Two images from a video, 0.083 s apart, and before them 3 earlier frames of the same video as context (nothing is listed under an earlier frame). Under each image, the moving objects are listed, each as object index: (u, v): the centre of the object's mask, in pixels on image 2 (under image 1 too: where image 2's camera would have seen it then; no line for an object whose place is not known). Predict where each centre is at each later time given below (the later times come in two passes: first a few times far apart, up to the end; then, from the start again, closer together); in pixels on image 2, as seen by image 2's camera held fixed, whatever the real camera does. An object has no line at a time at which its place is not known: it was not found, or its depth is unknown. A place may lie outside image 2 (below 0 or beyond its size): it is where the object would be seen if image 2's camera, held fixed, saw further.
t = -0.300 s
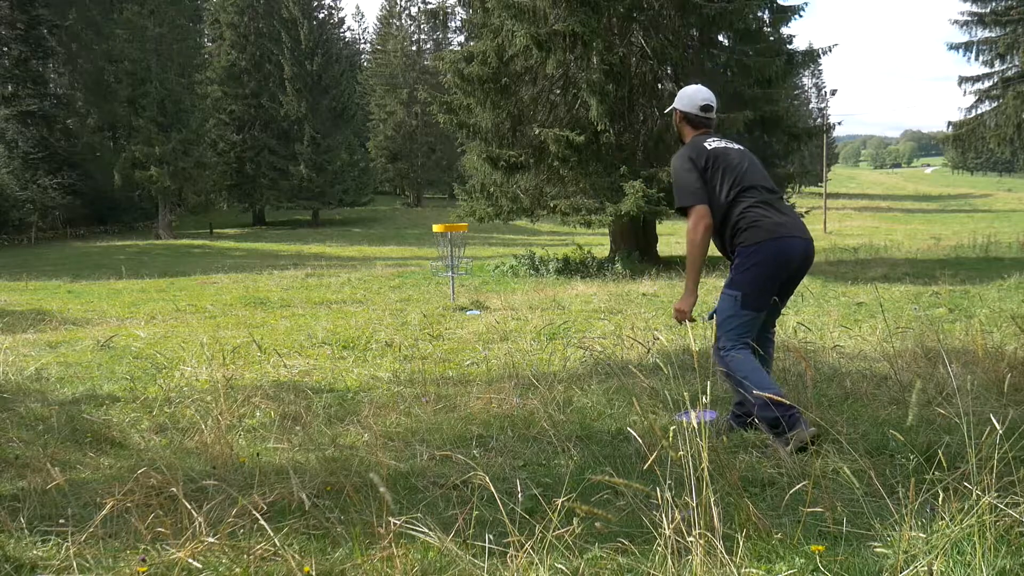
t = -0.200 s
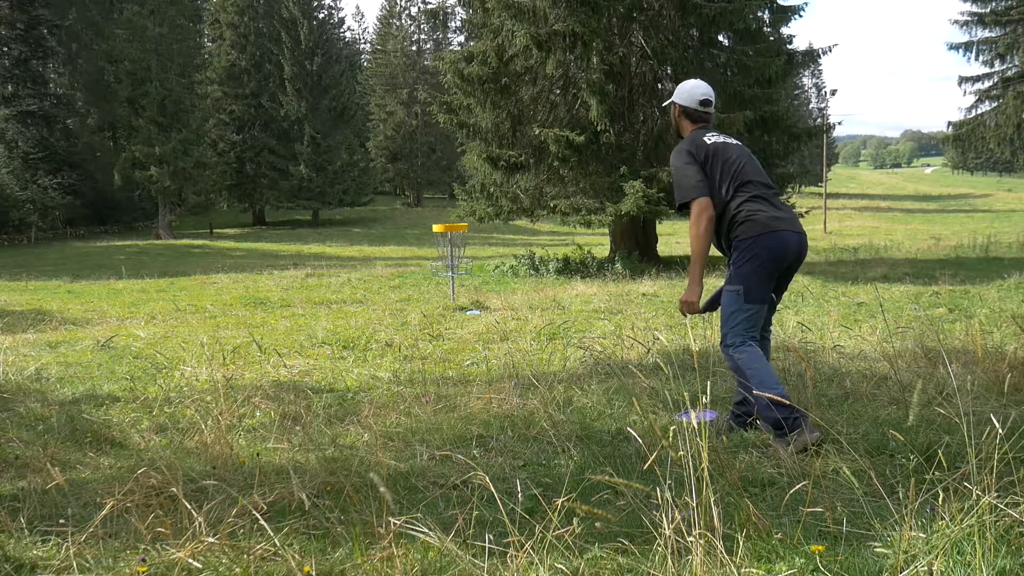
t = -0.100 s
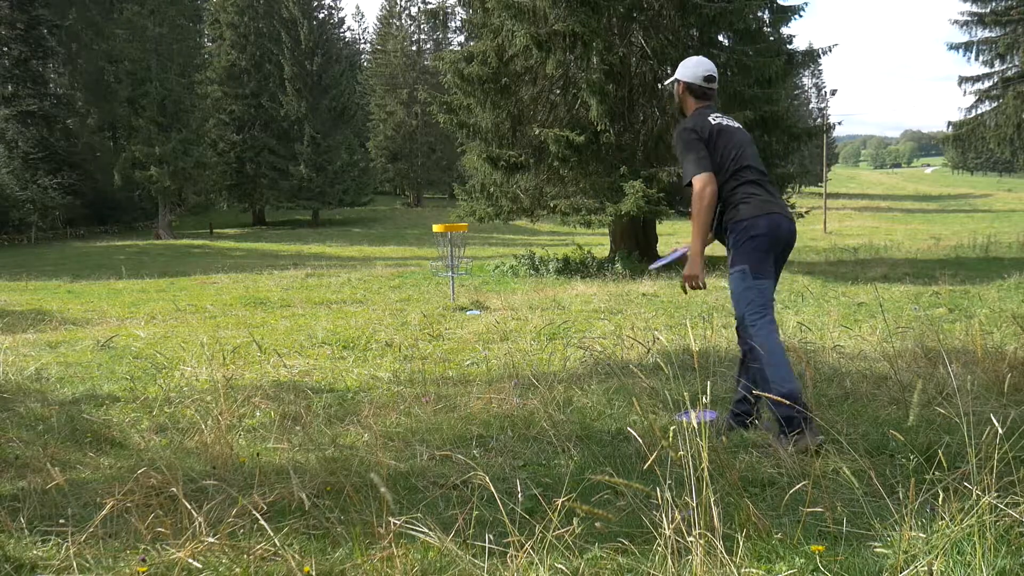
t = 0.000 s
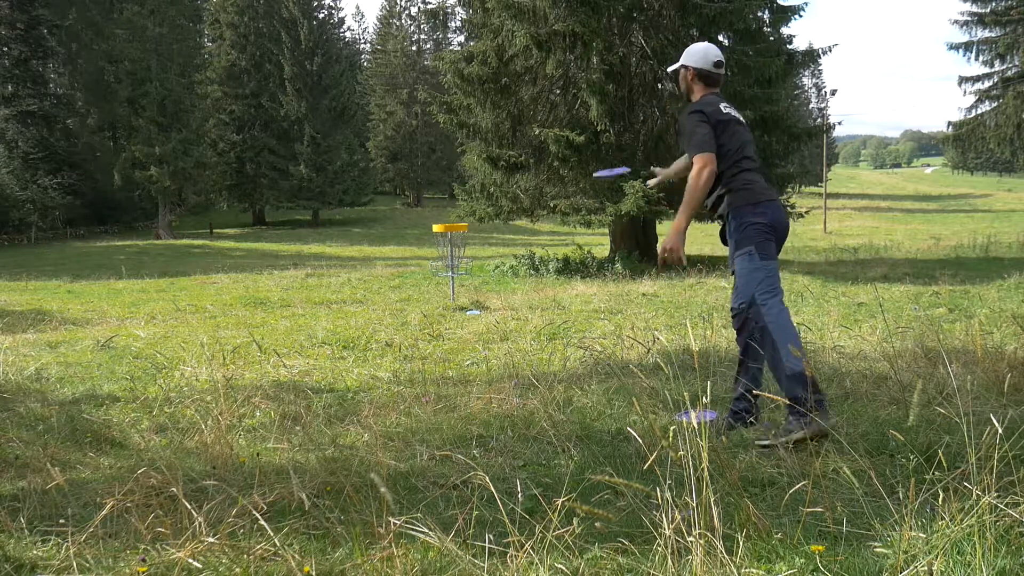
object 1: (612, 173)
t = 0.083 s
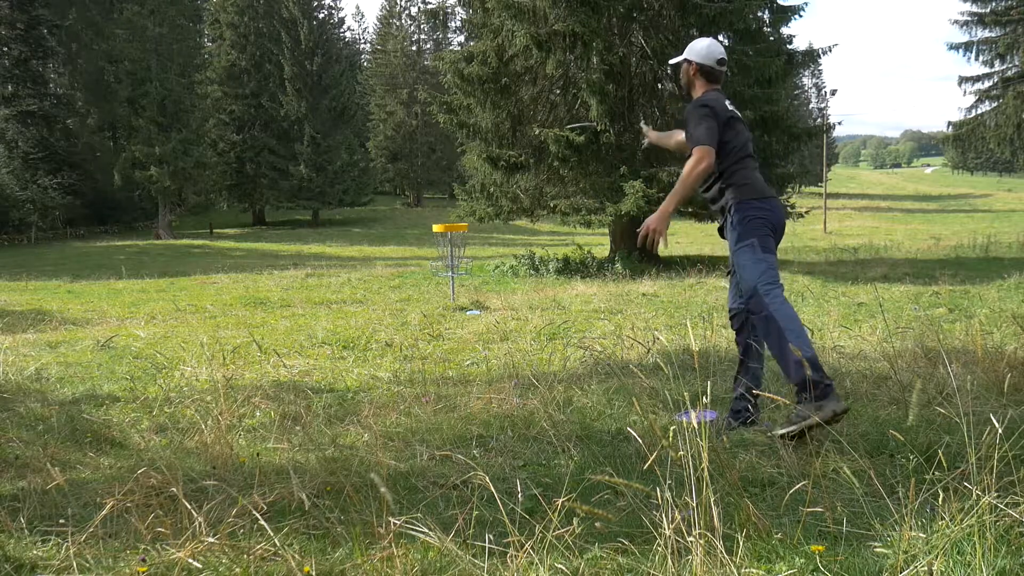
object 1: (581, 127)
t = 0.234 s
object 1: (542, 100)
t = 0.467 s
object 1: (505, 128)
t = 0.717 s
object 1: (482, 180)
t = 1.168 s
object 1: (448, 257)
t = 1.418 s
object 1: (440, 267)
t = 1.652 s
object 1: (437, 270)
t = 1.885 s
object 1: (439, 274)
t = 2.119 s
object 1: (440, 274)
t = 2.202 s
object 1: (440, 274)
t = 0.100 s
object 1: (575, 122)
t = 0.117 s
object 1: (570, 116)
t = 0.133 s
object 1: (567, 114)
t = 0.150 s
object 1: (562, 109)
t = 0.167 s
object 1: (558, 107)
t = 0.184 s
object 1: (553, 104)
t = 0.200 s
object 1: (549, 102)
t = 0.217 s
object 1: (545, 100)
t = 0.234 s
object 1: (542, 100)
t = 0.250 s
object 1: (538, 100)
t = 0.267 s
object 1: (536, 101)
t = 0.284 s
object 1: (532, 102)
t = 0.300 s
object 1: (529, 103)
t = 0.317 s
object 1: (526, 105)
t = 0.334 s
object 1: (524, 106)
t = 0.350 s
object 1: (521, 108)
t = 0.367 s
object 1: (519, 110)
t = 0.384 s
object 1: (516, 114)
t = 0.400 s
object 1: (513, 116)
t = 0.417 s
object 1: (512, 119)
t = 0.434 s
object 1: (510, 122)
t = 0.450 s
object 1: (508, 125)
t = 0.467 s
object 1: (505, 128)
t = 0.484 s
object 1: (504, 131)
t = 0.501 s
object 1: (501, 134)
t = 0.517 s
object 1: (499, 137)
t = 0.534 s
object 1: (497, 140)
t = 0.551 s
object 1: (495, 145)
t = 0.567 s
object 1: (495, 148)
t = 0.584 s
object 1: (493, 152)
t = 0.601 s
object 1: (492, 157)
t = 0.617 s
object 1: (491, 160)
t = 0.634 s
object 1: (489, 162)
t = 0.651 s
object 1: (487, 166)
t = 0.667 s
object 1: (485, 169)
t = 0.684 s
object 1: (485, 173)
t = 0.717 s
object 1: (482, 180)
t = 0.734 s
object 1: (481, 183)
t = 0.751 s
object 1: (480, 187)
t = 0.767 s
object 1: (478, 190)
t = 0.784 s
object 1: (477, 194)
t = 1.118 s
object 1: (451, 252)
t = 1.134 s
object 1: (450, 253)
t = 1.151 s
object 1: (449, 254)
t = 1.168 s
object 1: (448, 257)
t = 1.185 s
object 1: (448, 258)
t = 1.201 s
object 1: (449, 258)
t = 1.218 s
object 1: (448, 258)
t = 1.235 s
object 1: (447, 259)
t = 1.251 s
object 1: (447, 261)
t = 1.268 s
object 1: (447, 263)
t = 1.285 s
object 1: (446, 265)
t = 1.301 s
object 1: (445, 266)
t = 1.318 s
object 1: (444, 268)
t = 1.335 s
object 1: (443, 268)
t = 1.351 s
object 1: (442, 268)
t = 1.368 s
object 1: (442, 267)
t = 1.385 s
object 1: (440, 267)
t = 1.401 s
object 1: (440, 267)
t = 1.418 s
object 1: (440, 267)
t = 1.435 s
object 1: (439, 267)
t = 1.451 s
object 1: (439, 267)
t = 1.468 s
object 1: (439, 267)
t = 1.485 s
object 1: (438, 268)
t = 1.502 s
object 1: (438, 268)
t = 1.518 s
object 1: (438, 269)
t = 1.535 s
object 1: (437, 269)
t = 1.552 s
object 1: (437, 269)
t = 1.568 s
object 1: (437, 269)
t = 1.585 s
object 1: (437, 269)
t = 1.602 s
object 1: (437, 269)
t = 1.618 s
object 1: (437, 269)
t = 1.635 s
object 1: (437, 270)
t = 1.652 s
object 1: (437, 270)
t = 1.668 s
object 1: (437, 271)
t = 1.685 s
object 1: (437, 271)
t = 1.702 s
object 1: (438, 271)
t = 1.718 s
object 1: (438, 271)
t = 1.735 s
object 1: (438, 272)
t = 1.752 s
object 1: (438, 272)
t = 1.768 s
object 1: (439, 273)
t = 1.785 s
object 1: (439, 273)
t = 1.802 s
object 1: (440, 274)
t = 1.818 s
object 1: (439, 274)
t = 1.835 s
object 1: (440, 273)
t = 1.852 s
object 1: (440, 273)
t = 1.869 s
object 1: (439, 273)
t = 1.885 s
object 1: (439, 274)
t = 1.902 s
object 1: (440, 273)
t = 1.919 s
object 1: (440, 273)
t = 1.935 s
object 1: (440, 273)
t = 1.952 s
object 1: (440, 273)
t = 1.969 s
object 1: (440, 273)
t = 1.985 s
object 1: (440, 273)
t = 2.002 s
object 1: (440, 273)
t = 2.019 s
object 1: (440, 273)
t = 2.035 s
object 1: (440, 274)
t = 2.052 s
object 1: (440, 274)
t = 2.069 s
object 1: (440, 273)
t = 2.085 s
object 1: (440, 274)
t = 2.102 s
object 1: (440, 274)
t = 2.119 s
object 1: (440, 274)
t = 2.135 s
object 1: (440, 274)
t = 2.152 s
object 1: (440, 274)
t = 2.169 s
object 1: (440, 273)
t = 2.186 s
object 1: (440, 274)
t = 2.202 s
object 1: (440, 274)
